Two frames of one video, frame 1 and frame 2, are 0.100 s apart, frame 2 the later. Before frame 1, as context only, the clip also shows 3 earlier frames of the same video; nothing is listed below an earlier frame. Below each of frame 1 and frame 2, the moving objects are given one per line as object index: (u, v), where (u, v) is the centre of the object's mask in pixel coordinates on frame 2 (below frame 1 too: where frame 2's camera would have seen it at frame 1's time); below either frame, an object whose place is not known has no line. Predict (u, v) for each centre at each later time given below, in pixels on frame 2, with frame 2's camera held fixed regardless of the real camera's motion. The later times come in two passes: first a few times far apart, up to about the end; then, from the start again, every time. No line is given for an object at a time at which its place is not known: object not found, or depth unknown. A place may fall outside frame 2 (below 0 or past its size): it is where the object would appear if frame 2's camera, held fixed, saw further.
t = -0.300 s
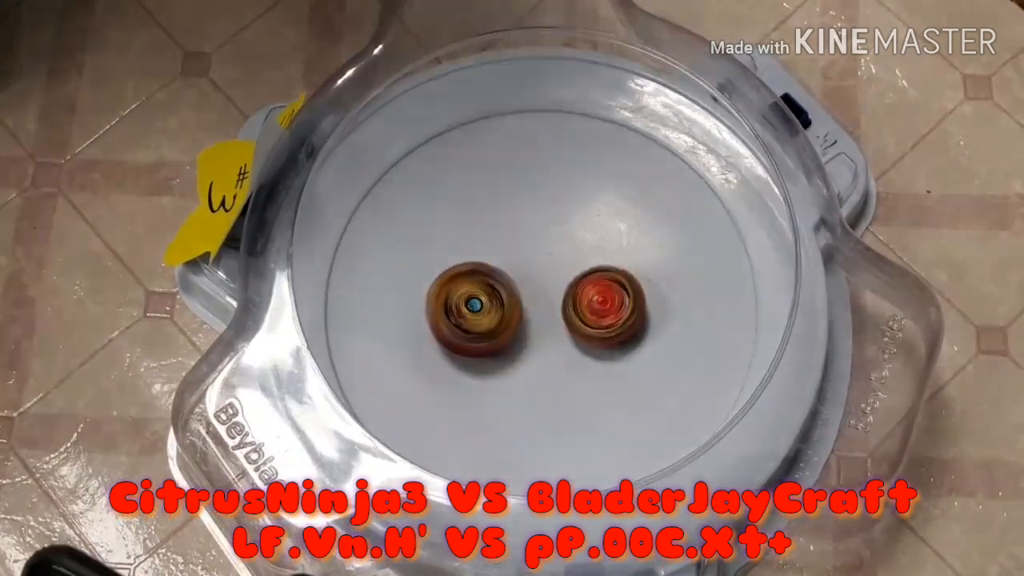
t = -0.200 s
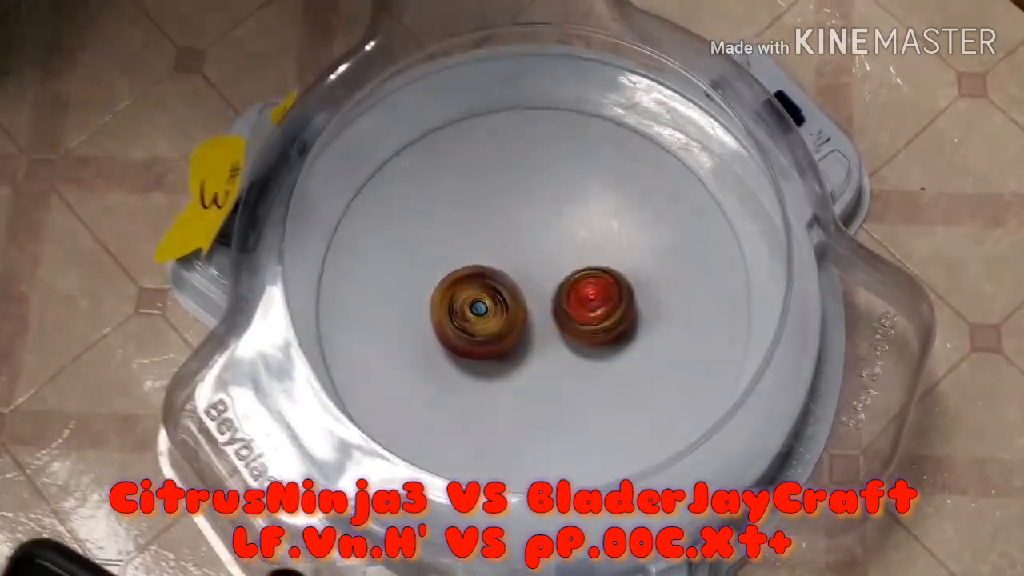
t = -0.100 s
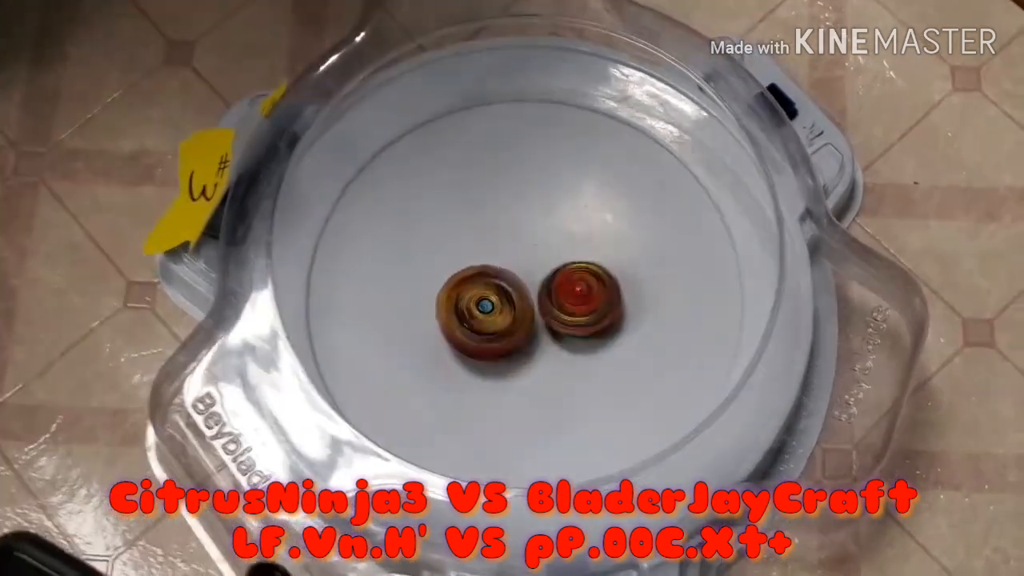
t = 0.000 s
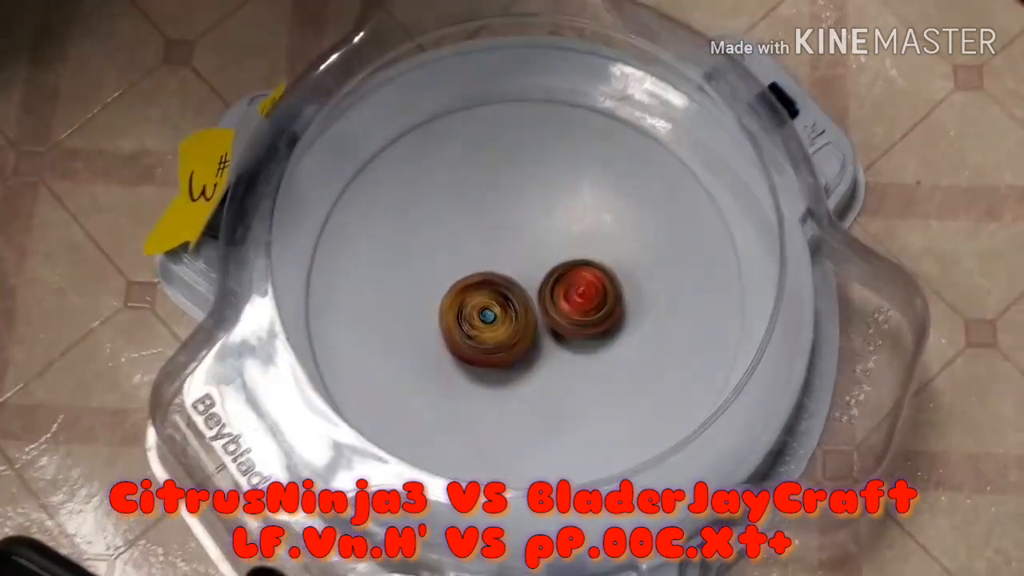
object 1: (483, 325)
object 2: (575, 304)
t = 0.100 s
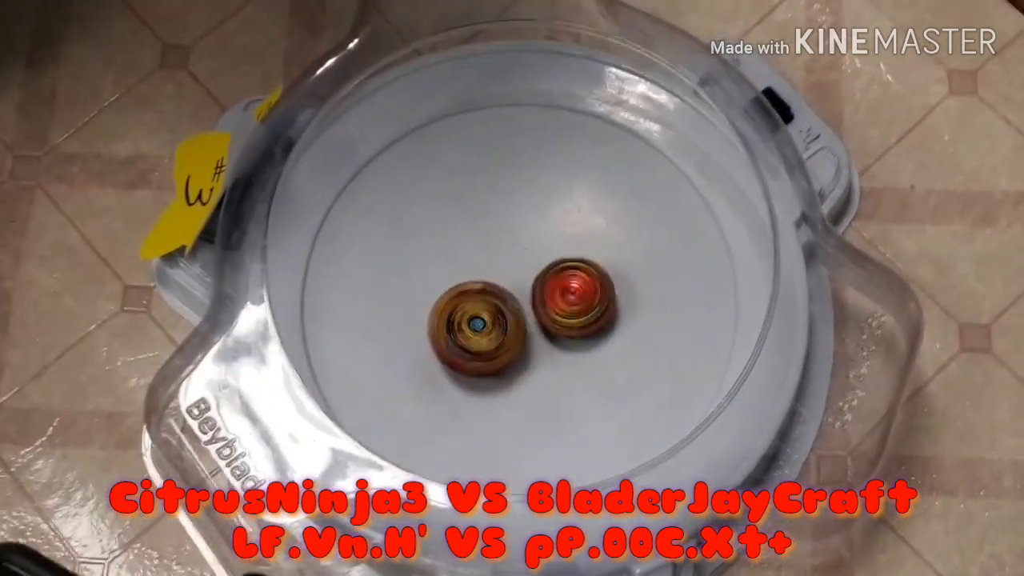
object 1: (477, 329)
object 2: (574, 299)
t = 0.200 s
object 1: (482, 331)
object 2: (571, 294)
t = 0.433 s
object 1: (470, 345)
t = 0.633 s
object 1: (462, 343)
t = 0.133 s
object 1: (478, 330)
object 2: (573, 297)
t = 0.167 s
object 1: (479, 330)
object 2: (574, 296)
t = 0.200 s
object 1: (482, 331)
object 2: (571, 294)
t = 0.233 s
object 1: (483, 331)
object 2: (570, 293)
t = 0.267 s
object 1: (486, 331)
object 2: (569, 290)
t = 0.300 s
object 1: (488, 330)
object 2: (570, 289)
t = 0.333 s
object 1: (482, 339)
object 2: (579, 281)
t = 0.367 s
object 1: (478, 340)
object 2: (586, 275)
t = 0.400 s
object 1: (473, 343)
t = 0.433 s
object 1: (470, 345)
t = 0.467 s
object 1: (465, 346)
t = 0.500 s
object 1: (463, 347)
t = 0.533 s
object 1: (459, 347)
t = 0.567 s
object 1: (460, 347)
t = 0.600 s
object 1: (459, 344)
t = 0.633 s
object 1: (462, 343)
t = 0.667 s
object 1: (463, 339)
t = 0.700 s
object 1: (465, 337)
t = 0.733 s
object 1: (471, 332)
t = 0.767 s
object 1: (474, 330)
